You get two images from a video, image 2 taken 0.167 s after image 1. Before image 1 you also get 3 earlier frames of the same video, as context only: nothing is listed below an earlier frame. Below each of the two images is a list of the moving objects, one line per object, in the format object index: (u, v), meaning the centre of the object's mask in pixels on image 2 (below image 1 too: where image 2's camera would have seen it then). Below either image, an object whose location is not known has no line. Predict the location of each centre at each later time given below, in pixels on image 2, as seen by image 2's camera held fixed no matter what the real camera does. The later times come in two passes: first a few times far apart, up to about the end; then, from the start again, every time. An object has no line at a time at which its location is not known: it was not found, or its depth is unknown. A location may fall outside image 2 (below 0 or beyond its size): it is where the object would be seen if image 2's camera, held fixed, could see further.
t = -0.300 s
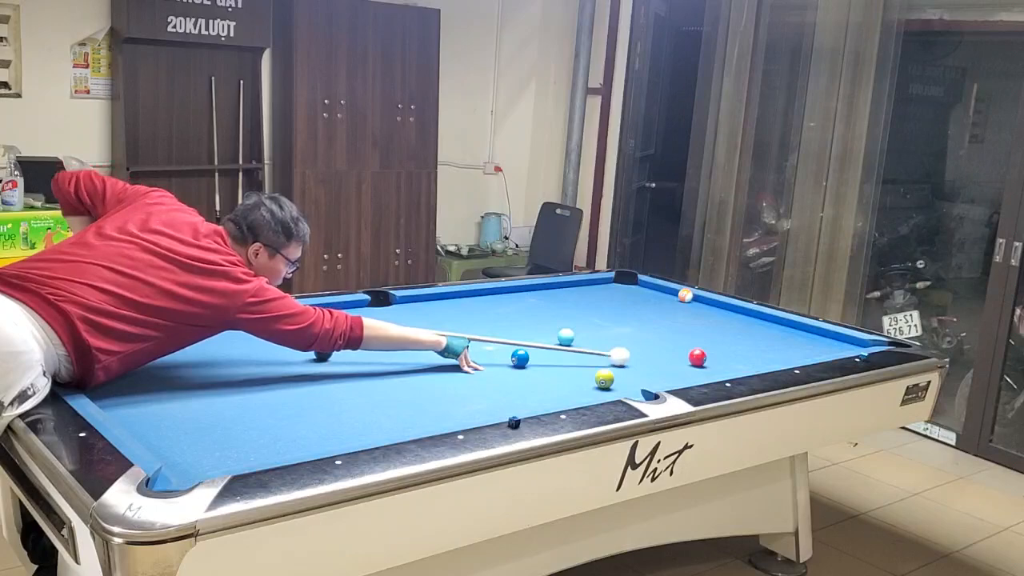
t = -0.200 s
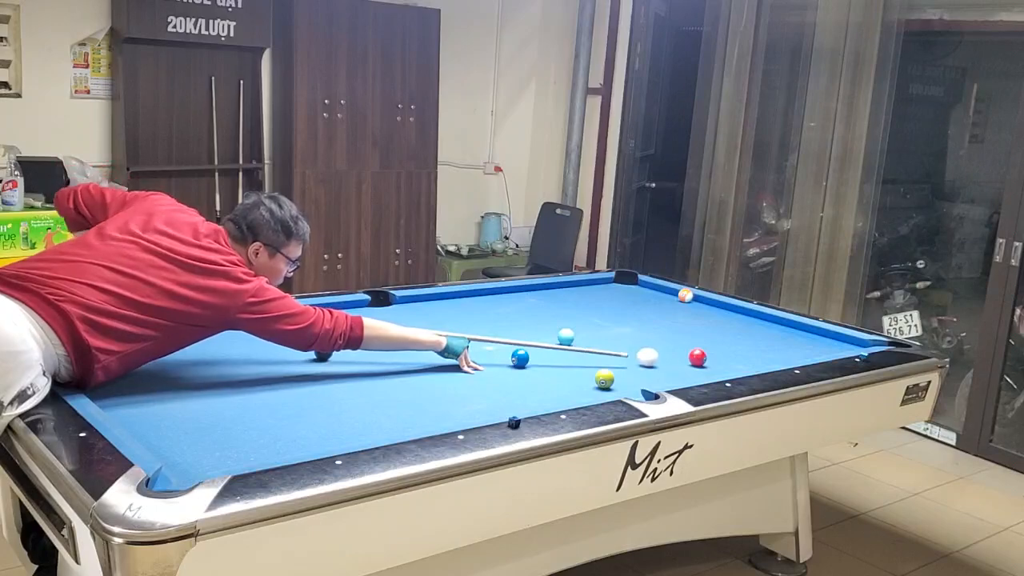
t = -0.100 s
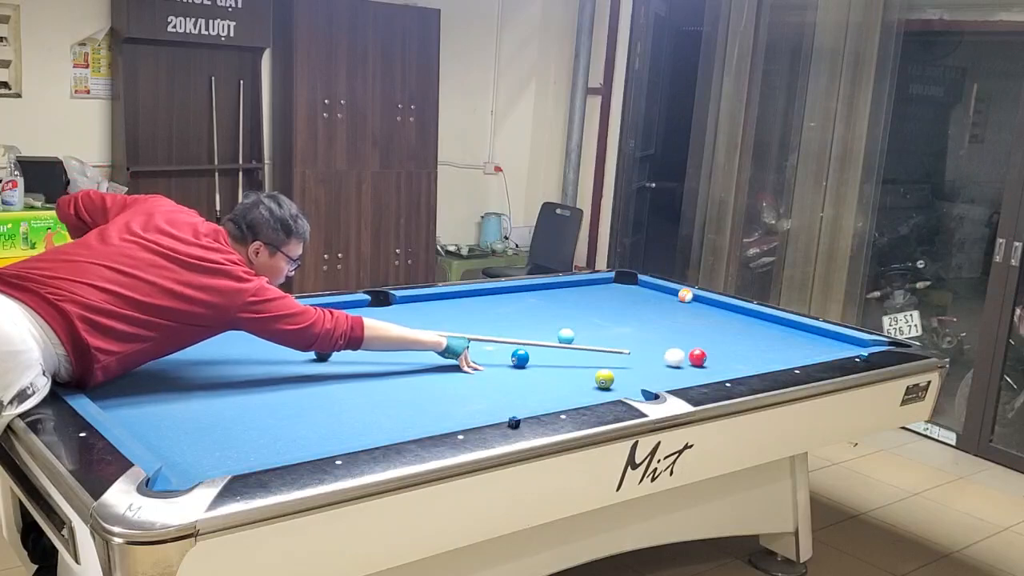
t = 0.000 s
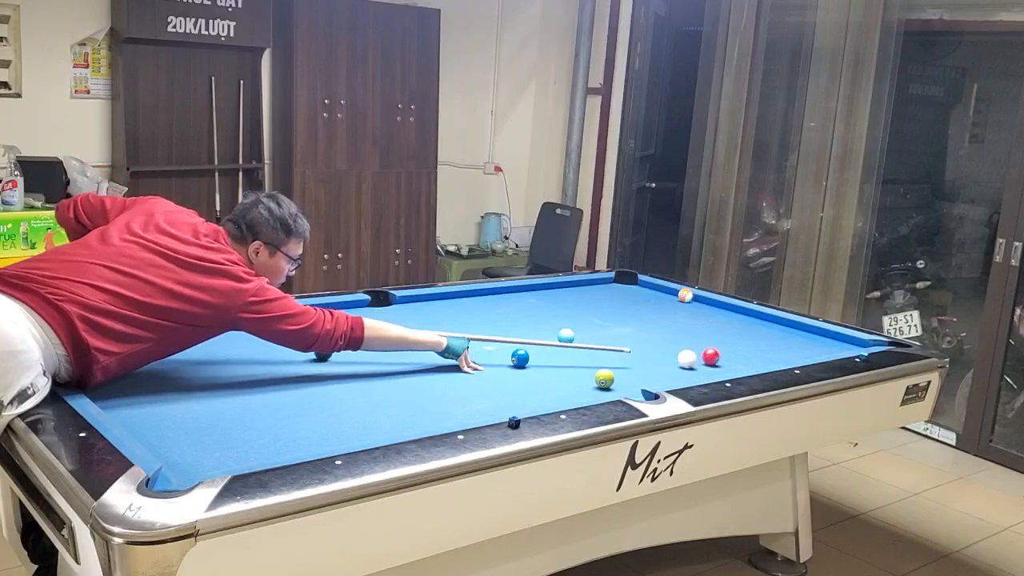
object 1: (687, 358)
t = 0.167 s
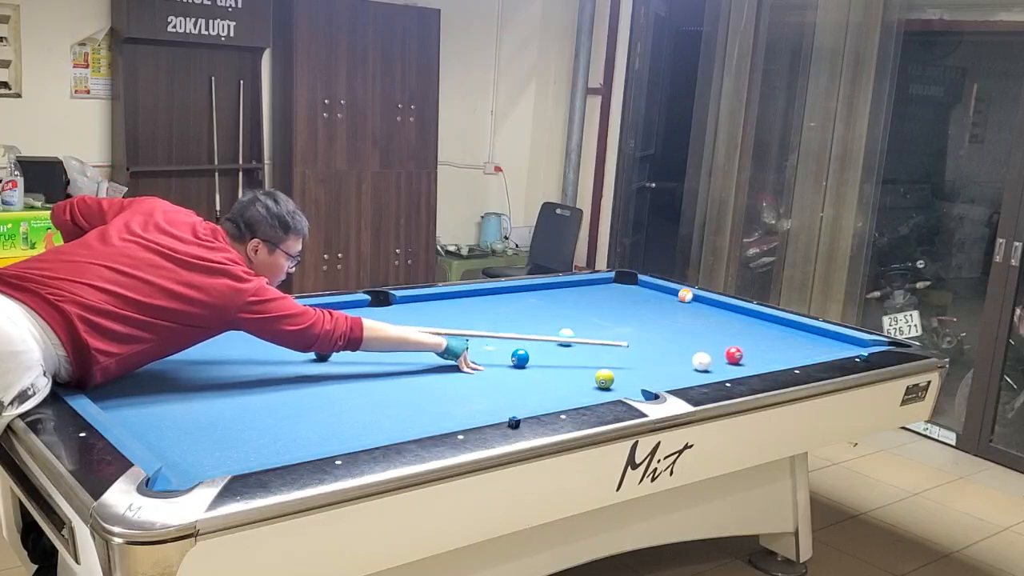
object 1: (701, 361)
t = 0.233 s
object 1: (706, 362)
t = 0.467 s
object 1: (725, 364)
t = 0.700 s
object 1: (742, 365)
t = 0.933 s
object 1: (743, 365)
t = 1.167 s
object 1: (740, 363)
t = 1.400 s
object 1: (737, 363)
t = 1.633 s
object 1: (735, 363)
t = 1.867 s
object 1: (735, 363)
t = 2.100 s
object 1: (735, 363)
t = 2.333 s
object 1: (735, 363)
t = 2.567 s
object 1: (735, 363)
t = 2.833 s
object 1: (735, 363)
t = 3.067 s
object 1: (735, 363)
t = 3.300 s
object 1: (735, 363)
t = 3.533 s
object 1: (736, 363)
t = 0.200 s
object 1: (704, 361)
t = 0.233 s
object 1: (706, 362)
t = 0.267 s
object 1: (709, 362)
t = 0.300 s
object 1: (712, 363)
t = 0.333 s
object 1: (714, 363)
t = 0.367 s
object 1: (717, 364)
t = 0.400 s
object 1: (720, 364)
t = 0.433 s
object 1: (722, 364)
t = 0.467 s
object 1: (725, 364)
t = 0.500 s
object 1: (727, 364)
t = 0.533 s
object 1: (730, 364)
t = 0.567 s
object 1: (732, 364)
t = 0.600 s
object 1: (735, 364)
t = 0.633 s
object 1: (737, 365)
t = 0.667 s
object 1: (740, 365)
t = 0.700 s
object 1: (742, 365)
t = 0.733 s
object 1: (744, 365)
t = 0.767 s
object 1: (746, 365)
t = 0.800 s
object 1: (746, 365)
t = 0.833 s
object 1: (745, 365)
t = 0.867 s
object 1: (744, 365)
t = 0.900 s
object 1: (744, 365)
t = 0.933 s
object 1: (743, 365)
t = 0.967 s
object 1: (743, 364)
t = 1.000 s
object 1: (743, 364)
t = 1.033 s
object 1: (742, 364)
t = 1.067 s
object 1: (741, 364)
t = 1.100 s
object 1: (741, 364)
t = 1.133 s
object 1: (741, 363)
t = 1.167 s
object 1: (740, 363)
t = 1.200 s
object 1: (740, 363)
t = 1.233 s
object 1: (739, 363)
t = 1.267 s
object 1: (739, 363)
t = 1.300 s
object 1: (738, 363)
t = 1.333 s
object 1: (738, 363)
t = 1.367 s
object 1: (738, 363)
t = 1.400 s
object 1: (737, 363)
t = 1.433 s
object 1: (737, 363)
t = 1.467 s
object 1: (737, 363)
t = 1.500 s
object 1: (736, 363)
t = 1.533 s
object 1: (736, 363)
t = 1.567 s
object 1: (736, 363)
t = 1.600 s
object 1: (736, 363)
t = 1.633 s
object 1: (735, 363)
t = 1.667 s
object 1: (735, 363)
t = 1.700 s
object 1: (735, 363)
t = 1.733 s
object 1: (735, 363)
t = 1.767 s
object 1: (735, 363)
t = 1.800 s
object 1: (735, 363)
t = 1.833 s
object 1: (735, 363)
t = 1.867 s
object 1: (735, 363)
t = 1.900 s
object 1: (735, 363)
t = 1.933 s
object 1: (735, 363)
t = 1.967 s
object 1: (735, 363)
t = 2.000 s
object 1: (735, 363)
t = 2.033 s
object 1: (735, 363)
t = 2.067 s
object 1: (735, 363)
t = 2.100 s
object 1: (735, 363)
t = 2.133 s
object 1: (735, 363)
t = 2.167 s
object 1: (735, 363)
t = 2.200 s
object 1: (735, 363)
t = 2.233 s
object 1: (735, 363)
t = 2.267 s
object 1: (735, 363)
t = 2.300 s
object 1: (735, 363)
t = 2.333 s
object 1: (735, 363)
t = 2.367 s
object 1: (736, 363)
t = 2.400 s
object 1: (735, 363)
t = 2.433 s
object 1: (736, 363)
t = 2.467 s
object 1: (735, 363)
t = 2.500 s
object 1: (736, 363)
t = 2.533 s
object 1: (735, 363)
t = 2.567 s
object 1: (735, 363)
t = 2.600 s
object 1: (735, 363)
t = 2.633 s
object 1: (735, 363)
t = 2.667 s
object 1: (735, 363)
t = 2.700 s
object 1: (735, 363)
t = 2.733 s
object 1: (735, 363)
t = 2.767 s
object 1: (735, 363)
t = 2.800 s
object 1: (735, 363)
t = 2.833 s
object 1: (735, 363)
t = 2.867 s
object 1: (735, 363)
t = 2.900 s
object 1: (735, 363)
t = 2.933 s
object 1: (735, 363)
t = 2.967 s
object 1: (736, 363)
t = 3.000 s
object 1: (735, 363)
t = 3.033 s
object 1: (735, 363)
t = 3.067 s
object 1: (735, 363)
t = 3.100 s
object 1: (735, 363)
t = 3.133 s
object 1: (736, 363)
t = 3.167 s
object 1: (735, 363)
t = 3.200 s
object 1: (735, 363)
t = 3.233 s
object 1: (735, 363)
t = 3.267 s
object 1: (735, 363)
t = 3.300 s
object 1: (735, 363)
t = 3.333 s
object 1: (735, 363)
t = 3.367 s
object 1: (735, 363)
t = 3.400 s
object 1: (736, 363)
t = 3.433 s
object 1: (737, 363)
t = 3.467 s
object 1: (734, 363)
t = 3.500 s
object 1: (736, 363)
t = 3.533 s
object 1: (736, 363)
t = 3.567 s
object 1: (735, 363)
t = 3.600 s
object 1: (735, 363)
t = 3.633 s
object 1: (736, 363)
